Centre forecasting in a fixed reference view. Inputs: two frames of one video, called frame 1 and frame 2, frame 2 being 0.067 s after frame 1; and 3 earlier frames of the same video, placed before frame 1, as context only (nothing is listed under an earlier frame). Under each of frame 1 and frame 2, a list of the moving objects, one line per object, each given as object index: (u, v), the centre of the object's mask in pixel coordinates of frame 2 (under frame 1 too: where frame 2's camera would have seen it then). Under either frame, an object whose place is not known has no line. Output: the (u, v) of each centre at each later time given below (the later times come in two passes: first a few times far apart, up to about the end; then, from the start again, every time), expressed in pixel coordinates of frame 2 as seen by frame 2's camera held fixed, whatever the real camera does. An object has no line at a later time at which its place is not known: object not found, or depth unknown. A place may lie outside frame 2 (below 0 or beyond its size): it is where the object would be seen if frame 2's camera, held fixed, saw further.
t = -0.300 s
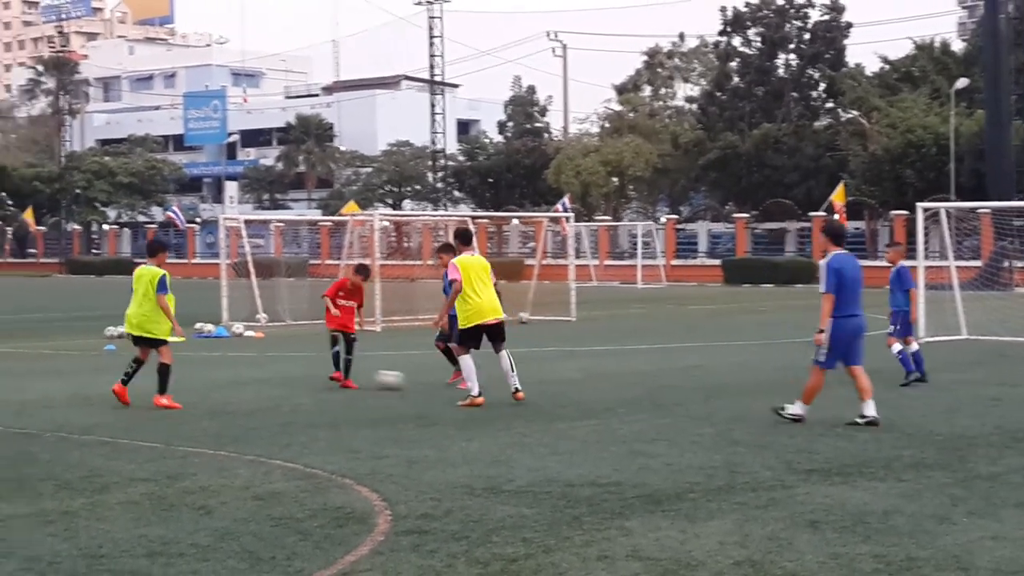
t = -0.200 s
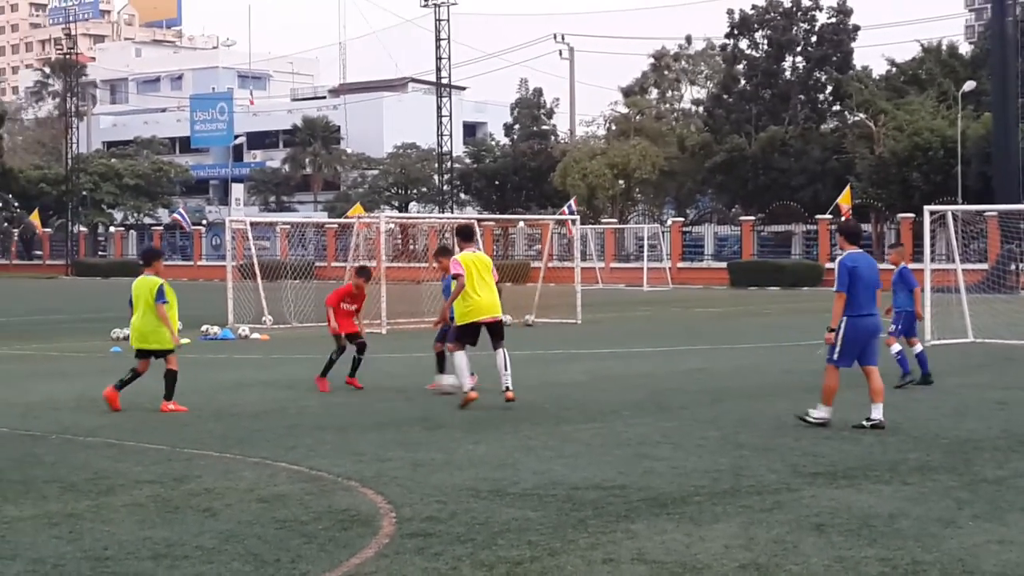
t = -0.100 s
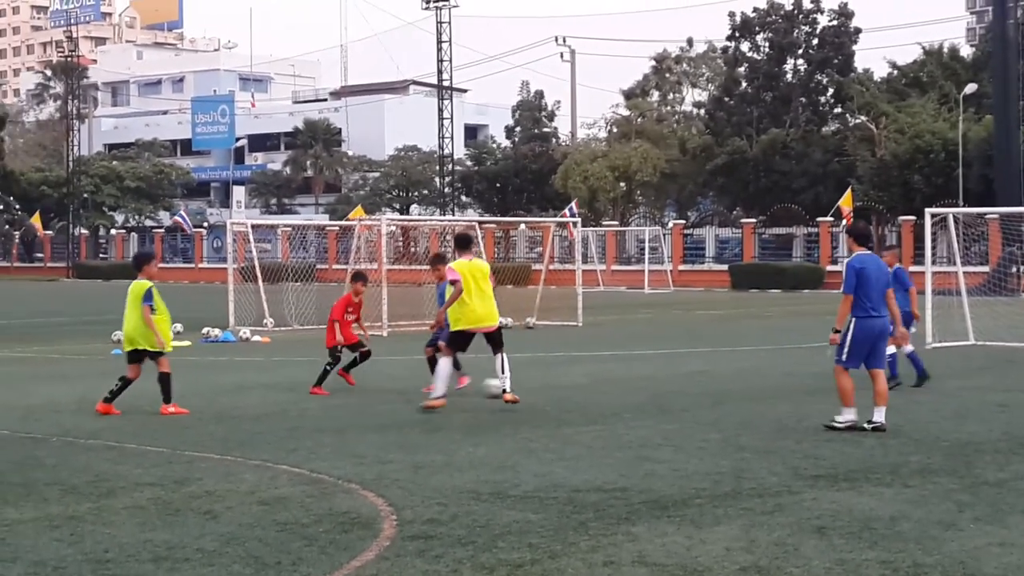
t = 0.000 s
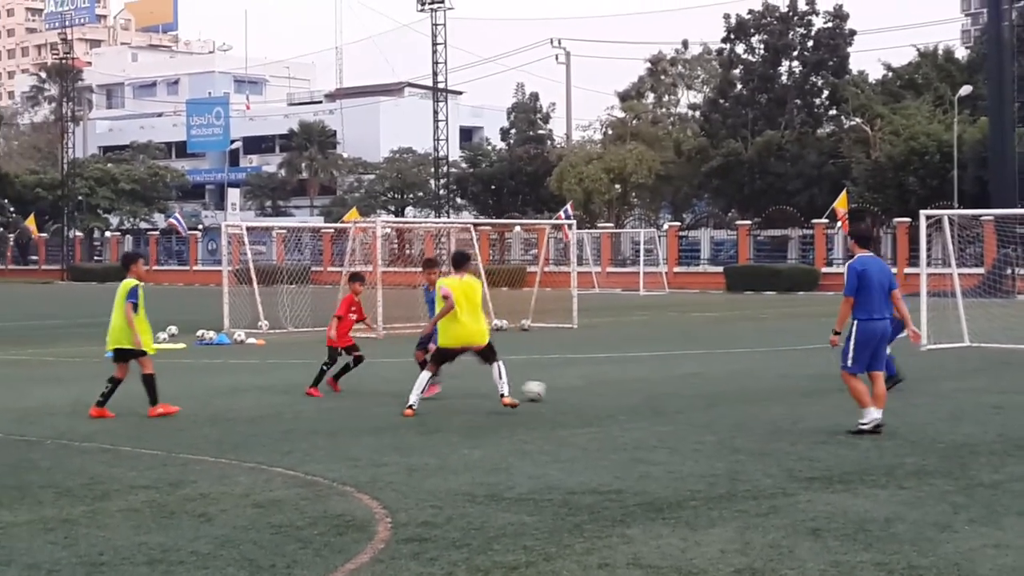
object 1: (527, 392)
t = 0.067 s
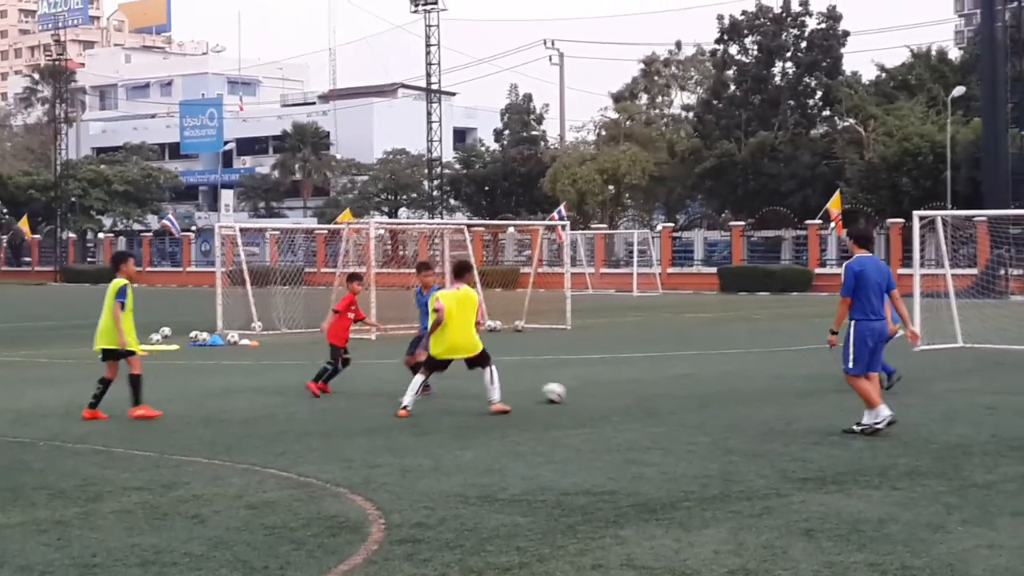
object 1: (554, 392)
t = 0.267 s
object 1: (626, 395)
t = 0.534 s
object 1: (721, 397)
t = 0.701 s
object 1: (780, 399)
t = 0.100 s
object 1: (566, 393)
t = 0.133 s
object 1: (579, 394)
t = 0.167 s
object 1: (590, 394)
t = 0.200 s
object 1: (603, 394)
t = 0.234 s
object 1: (614, 395)
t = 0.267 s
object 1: (626, 395)
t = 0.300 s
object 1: (638, 395)
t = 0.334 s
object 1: (650, 396)
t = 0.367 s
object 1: (662, 396)
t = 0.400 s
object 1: (673, 396)
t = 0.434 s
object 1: (685, 396)
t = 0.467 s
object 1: (697, 396)
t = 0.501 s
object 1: (709, 397)
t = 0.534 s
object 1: (721, 397)
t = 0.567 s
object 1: (733, 397)
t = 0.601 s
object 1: (745, 397)
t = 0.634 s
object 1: (757, 398)
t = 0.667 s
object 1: (769, 398)
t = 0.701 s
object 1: (780, 399)
